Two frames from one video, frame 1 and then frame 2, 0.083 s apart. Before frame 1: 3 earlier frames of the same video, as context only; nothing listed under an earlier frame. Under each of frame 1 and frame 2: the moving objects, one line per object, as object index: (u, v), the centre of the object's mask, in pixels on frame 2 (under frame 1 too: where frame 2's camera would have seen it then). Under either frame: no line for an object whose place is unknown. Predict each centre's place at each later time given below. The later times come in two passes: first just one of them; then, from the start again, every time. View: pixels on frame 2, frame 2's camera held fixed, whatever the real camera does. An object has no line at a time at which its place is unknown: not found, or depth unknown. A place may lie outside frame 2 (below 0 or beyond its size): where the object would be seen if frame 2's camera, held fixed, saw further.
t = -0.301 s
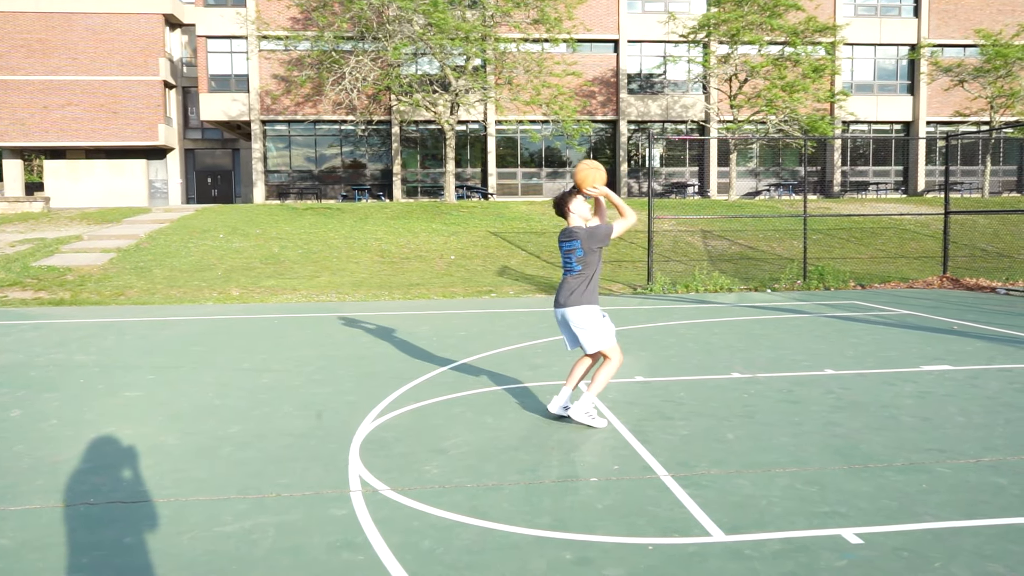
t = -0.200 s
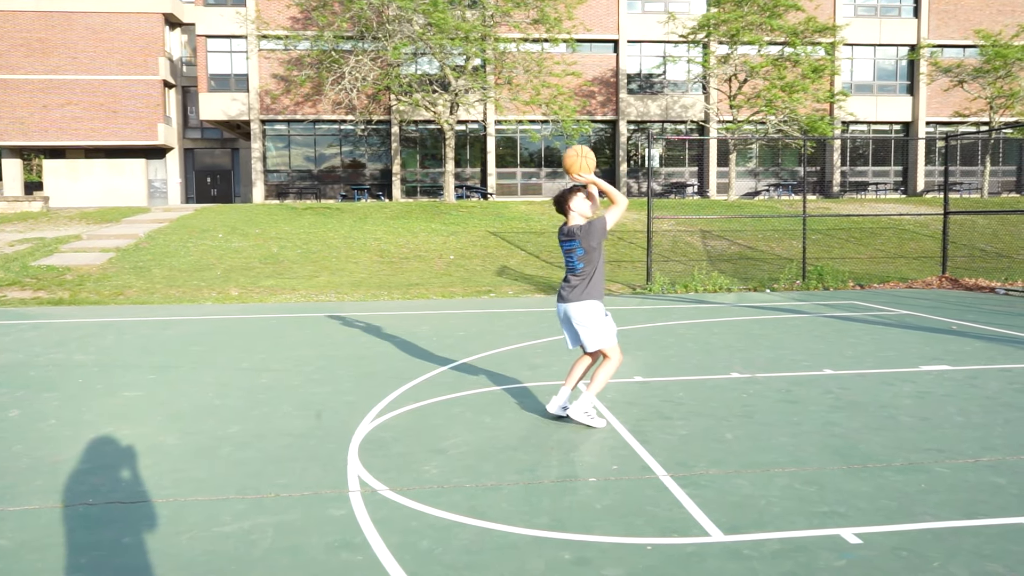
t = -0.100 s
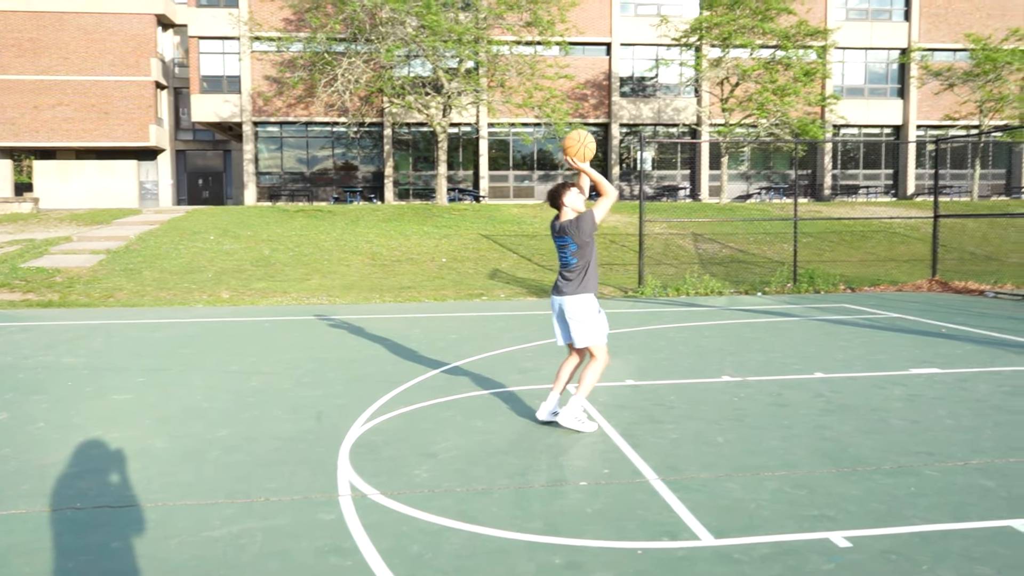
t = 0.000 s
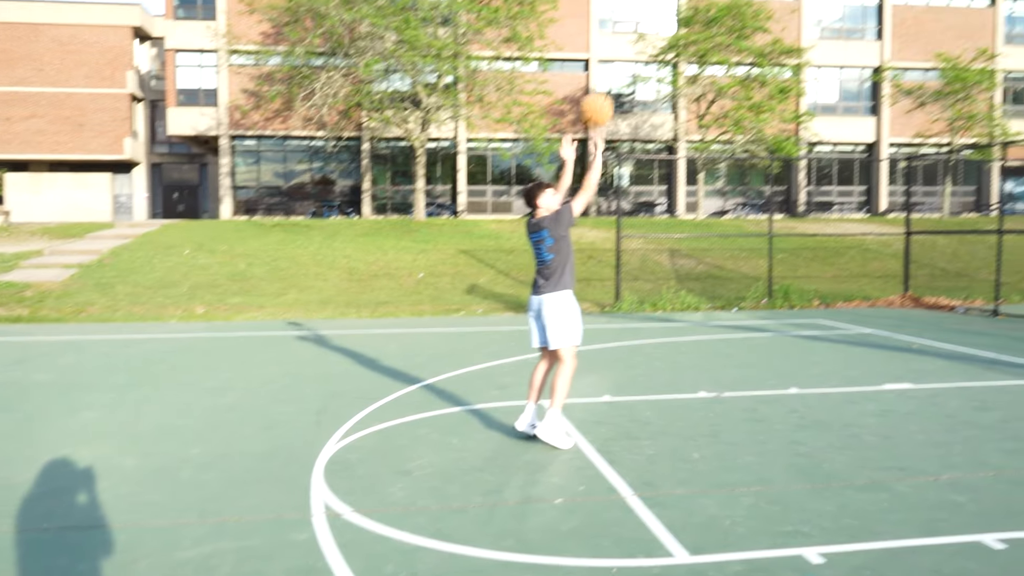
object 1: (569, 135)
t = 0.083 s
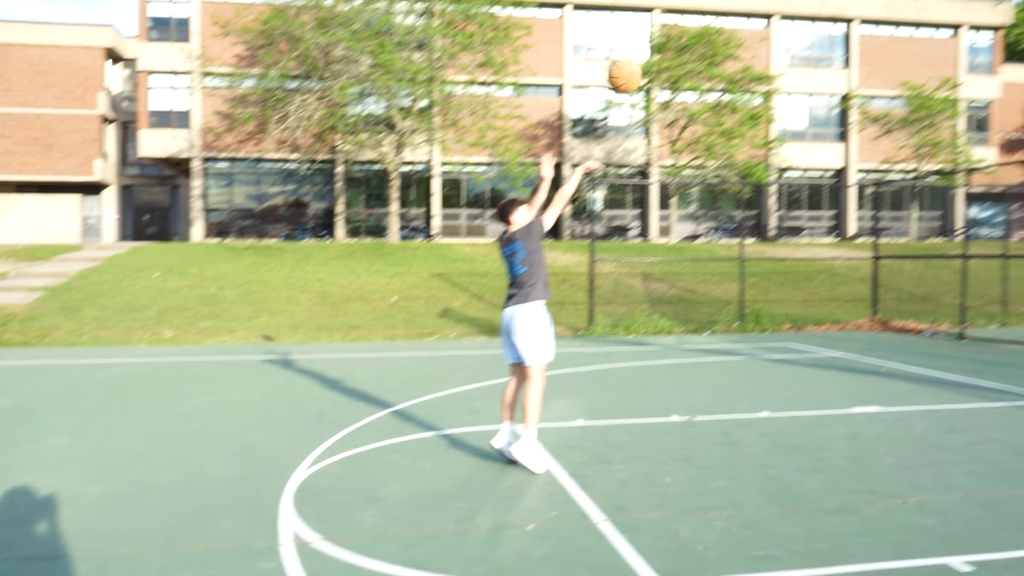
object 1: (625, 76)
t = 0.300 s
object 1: (762, -25)
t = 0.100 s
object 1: (635, 68)
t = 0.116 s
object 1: (647, 58)
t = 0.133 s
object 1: (658, 48)
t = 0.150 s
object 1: (668, 39)
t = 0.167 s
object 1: (679, 31)
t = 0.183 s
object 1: (690, 22)
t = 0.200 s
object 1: (700, 14)
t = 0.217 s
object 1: (711, 6)
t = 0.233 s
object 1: (721, 0)
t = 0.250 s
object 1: (732, -7)
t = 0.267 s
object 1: (742, -14)
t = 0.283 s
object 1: (752, -20)
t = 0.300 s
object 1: (762, -25)
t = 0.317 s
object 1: (771, -31)
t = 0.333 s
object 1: (780, -36)
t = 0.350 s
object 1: (790, -41)
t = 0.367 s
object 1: (801, -45)
